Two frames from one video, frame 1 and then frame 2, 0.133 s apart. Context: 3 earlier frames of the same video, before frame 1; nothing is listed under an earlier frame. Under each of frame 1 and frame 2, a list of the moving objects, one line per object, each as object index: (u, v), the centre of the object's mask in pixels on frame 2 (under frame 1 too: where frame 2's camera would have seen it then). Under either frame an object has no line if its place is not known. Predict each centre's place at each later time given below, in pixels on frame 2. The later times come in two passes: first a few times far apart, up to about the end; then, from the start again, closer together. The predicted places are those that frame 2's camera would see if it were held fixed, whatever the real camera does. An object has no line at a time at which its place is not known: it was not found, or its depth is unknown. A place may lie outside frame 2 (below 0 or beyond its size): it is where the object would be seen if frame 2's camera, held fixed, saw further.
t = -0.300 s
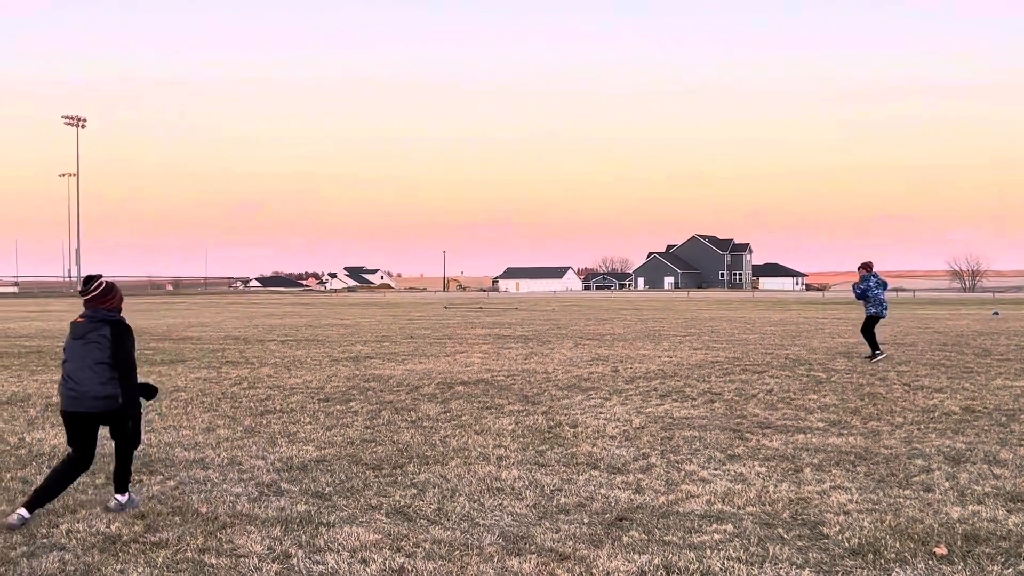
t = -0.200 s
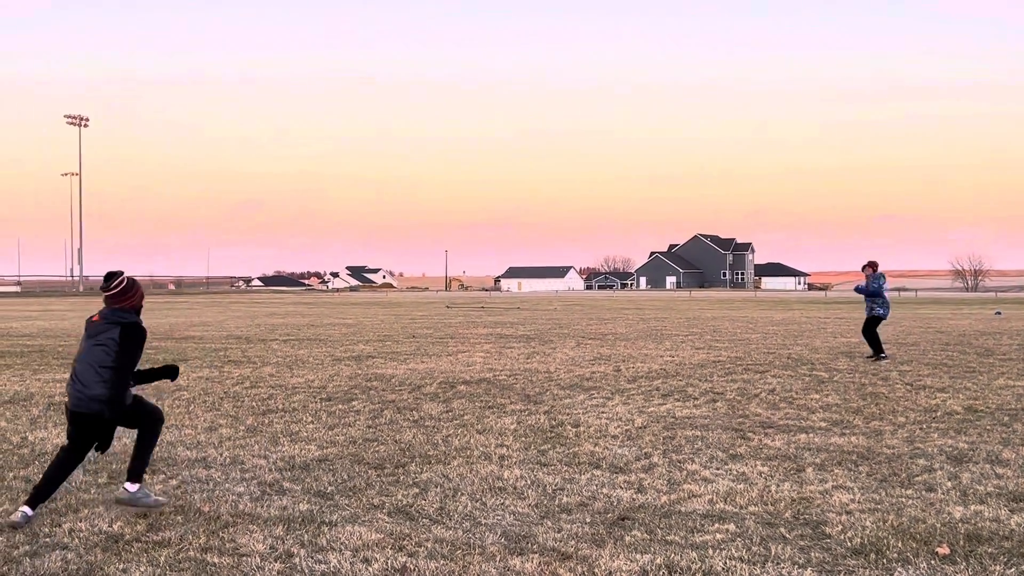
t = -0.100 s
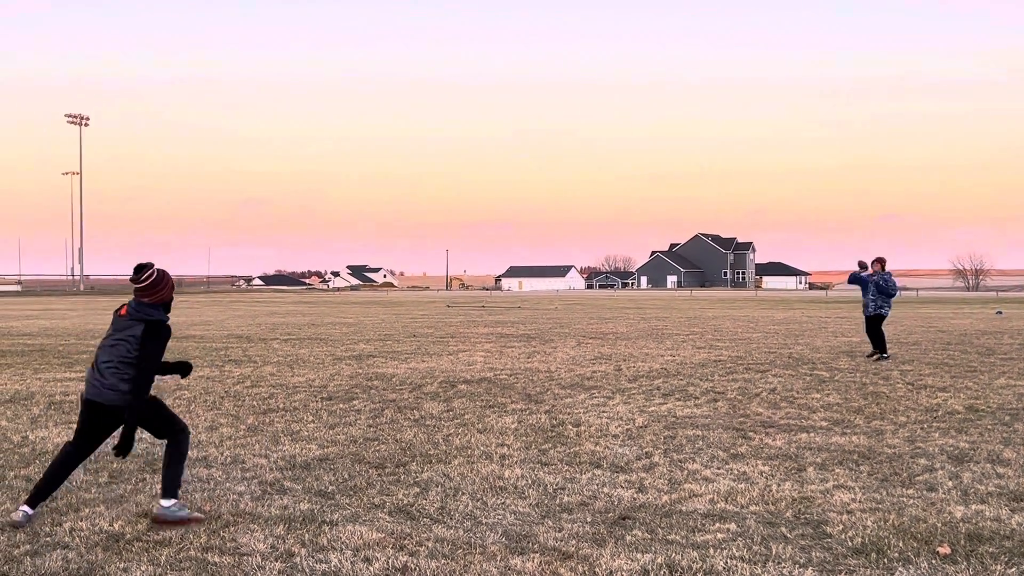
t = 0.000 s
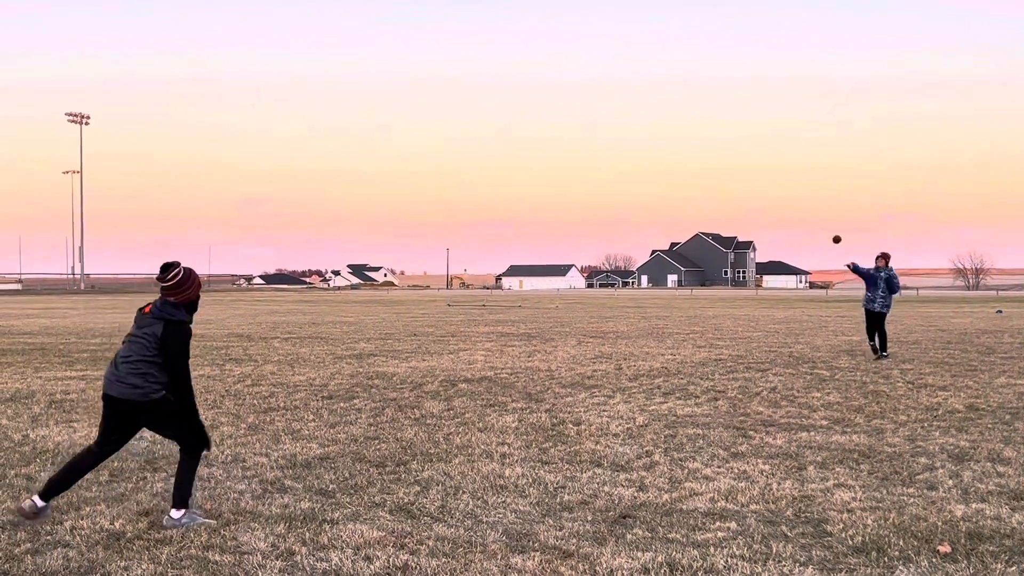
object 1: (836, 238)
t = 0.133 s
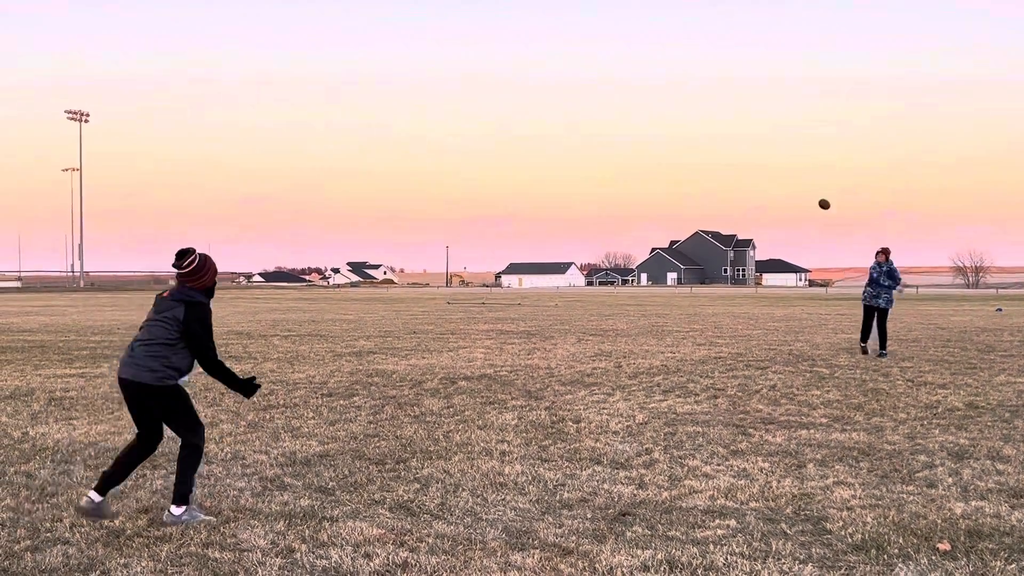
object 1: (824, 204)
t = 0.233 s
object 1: (815, 182)
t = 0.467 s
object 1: (792, 135)
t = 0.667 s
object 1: (751, 120)
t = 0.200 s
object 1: (818, 189)
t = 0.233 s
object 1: (815, 182)
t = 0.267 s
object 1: (812, 174)
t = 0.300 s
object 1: (809, 167)
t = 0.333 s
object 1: (807, 160)
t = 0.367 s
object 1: (804, 152)
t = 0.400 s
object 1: (800, 146)
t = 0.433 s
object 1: (796, 140)
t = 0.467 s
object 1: (792, 135)
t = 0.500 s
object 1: (787, 130)
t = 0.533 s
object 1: (781, 126)
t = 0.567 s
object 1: (775, 123)
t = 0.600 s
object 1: (767, 120)
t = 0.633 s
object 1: (759, 120)
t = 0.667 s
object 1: (751, 120)
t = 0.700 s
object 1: (741, 122)
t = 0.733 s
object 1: (729, 127)
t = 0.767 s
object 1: (715, 134)
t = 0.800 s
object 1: (701, 143)
